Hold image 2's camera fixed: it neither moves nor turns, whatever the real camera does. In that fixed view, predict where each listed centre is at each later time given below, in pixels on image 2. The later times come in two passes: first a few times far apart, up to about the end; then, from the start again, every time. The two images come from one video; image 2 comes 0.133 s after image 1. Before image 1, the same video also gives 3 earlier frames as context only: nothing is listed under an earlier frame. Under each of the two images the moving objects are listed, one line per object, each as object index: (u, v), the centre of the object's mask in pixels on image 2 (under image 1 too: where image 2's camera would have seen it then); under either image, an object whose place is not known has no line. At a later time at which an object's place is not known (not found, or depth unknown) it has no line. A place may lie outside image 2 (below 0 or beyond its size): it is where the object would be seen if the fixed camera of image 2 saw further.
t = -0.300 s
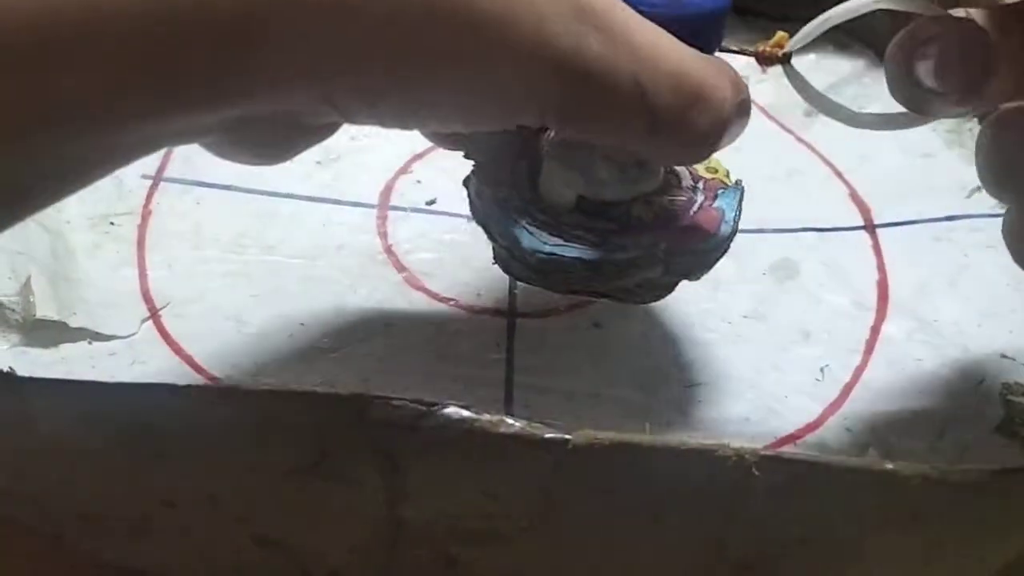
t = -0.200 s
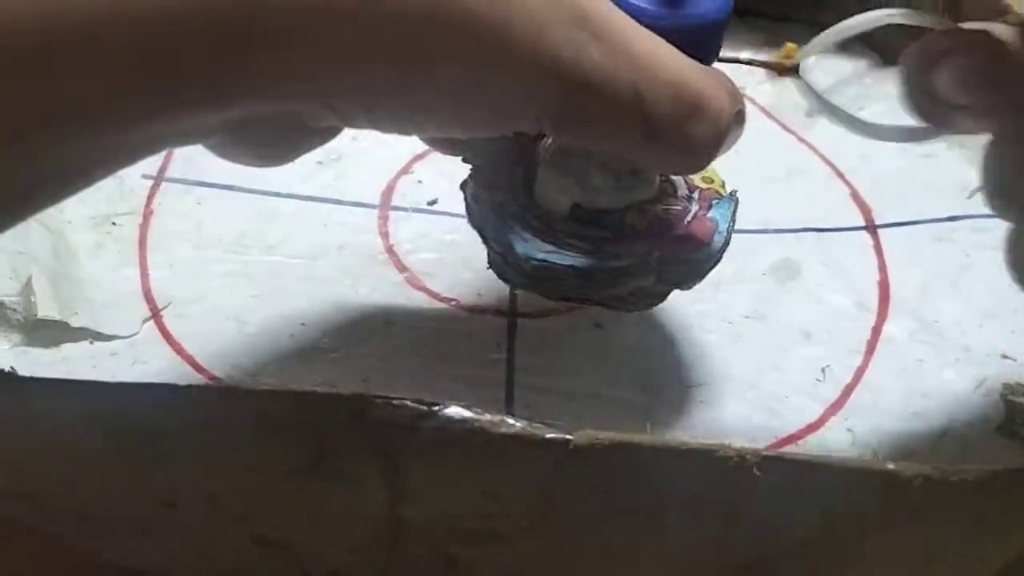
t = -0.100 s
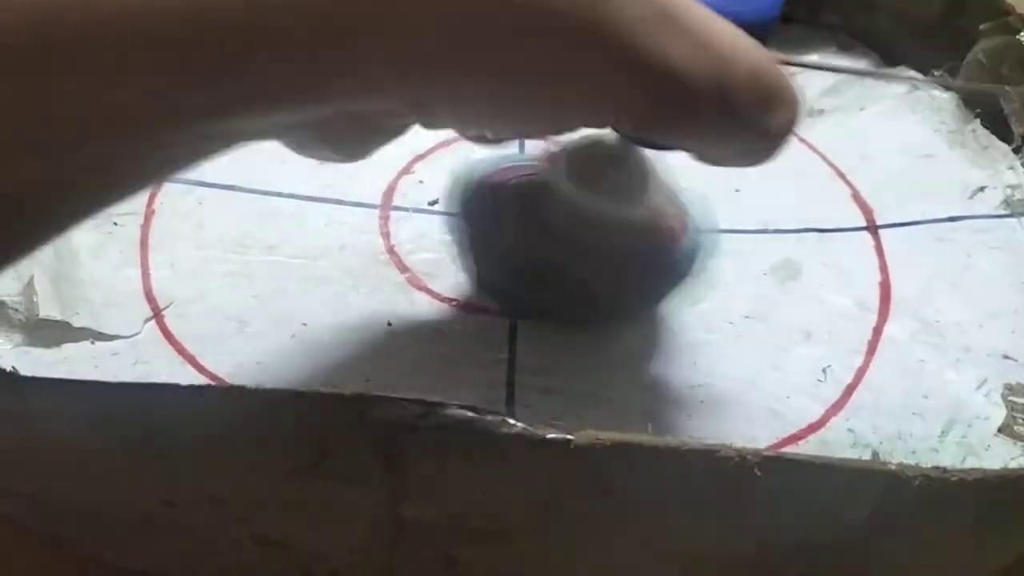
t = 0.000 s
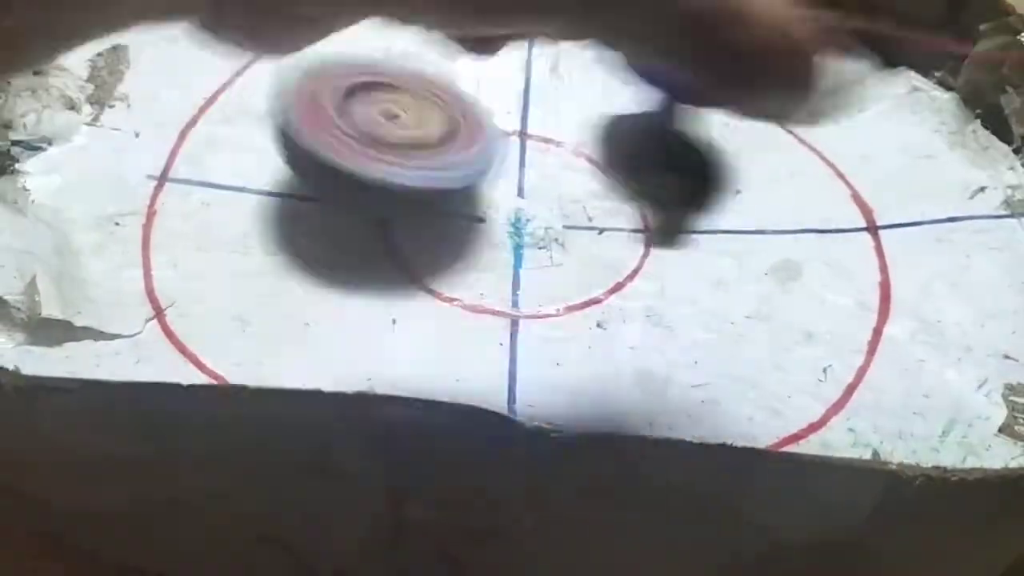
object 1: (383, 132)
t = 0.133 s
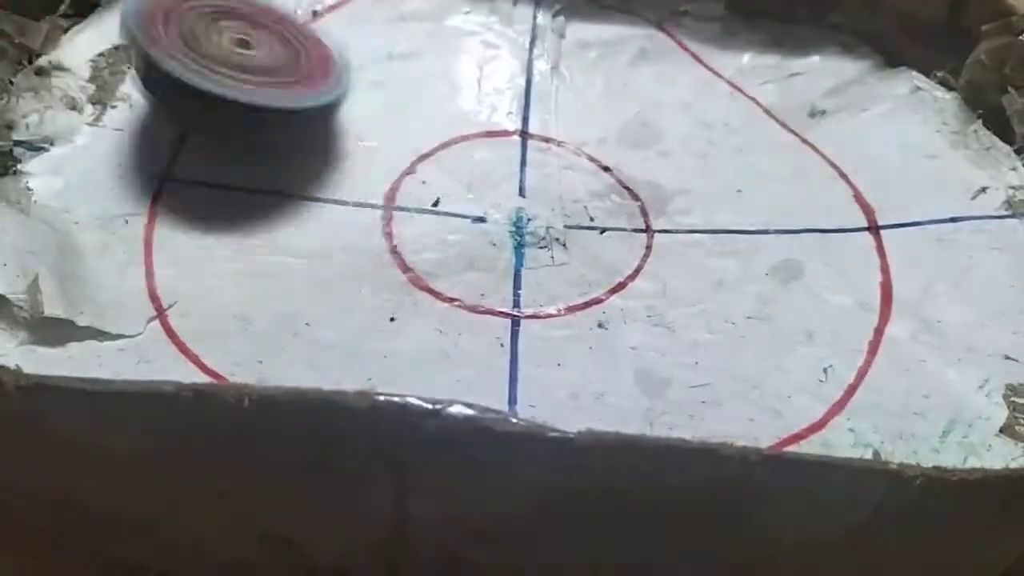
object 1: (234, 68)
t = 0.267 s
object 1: (164, 38)
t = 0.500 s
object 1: (127, 51)
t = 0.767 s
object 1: (151, 45)
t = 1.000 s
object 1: (218, 67)
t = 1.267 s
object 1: (359, 160)
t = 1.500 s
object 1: (480, 221)
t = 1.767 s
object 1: (605, 228)
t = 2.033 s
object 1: (672, 237)
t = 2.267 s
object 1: (620, 214)
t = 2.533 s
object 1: (489, 159)
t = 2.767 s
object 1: (390, 117)
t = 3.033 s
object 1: (292, 75)
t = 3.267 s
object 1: (200, 74)
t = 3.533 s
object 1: (154, 107)
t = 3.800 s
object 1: (222, 152)
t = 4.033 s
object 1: (301, 187)
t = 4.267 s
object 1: (394, 192)
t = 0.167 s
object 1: (213, 65)
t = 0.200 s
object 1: (193, 59)
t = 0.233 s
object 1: (175, 51)
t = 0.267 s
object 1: (164, 38)
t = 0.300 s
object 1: (146, 33)
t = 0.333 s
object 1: (139, 41)
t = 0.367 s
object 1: (133, 48)
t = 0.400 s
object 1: (127, 52)
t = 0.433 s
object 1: (122, 53)
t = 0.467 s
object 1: (124, 53)
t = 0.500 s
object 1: (127, 51)
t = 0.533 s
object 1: (134, 47)
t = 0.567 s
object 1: (140, 44)
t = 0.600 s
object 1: (140, 42)
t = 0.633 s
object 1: (143, 41)
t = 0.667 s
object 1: (142, 44)
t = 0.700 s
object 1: (146, 41)
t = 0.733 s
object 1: (147, 41)
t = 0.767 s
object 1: (151, 45)
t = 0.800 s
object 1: (151, 41)
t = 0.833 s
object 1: (157, 49)
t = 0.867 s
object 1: (167, 54)
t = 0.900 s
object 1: (176, 52)
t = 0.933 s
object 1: (188, 55)
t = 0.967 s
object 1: (201, 60)
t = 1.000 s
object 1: (218, 67)
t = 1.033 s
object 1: (238, 73)
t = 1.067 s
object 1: (256, 81)
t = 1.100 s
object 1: (270, 92)
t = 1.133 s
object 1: (284, 114)
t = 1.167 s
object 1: (305, 129)
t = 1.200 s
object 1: (323, 140)
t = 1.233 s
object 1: (342, 149)
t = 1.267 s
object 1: (359, 160)
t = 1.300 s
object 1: (375, 168)
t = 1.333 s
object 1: (396, 174)
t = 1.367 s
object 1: (410, 189)
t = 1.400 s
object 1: (429, 199)
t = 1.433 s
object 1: (448, 210)
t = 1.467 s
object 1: (467, 214)
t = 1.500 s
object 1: (480, 221)
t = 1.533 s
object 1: (501, 219)
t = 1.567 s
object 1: (513, 223)
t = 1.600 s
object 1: (529, 229)
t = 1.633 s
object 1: (547, 230)
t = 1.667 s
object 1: (565, 229)
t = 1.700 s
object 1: (578, 228)
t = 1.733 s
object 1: (592, 228)
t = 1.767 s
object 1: (605, 228)
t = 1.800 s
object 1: (618, 230)
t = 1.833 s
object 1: (630, 236)
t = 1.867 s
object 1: (637, 239)
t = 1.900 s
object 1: (647, 238)
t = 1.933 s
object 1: (663, 242)
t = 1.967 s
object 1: (674, 244)
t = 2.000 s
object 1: (673, 244)
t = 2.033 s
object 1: (672, 237)
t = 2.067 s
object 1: (666, 238)
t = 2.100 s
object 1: (662, 238)
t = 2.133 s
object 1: (659, 233)
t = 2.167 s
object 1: (650, 224)
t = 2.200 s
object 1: (642, 220)
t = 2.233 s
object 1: (628, 218)
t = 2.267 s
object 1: (620, 214)
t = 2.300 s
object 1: (594, 212)
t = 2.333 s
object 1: (578, 195)
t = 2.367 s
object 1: (560, 193)
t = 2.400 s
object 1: (549, 184)
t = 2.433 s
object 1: (528, 170)
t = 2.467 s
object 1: (513, 162)
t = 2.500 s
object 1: (498, 161)
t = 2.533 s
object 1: (489, 159)
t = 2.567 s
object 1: (468, 153)
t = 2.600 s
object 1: (454, 151)
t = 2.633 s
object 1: (441, 147)
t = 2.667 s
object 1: (427, 143)
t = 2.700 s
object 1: (410, 131)
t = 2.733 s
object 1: (396, 126)
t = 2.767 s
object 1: (390, 117)
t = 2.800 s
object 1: (377, 102)
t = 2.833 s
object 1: (365, 99)
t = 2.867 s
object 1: (351, 98)
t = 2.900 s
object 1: (343, 91)
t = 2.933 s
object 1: (329, 87)
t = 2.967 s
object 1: (315, 84)
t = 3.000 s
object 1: (309, 78)
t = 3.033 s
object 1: (292, 75)
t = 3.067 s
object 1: (280, 74)
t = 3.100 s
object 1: (267, 69)
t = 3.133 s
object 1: (255, 72)
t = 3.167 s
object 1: (244, 71)
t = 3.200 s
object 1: (230, 72)
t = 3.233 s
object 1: (220, 73)
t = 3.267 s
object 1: (200, 74)
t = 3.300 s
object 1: (185, 83)
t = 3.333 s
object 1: (177, 84)
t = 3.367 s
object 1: (160, 83)
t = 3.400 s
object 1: (151, 90)
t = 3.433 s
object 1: (152, 91)
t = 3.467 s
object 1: (145, 94)
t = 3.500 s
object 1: (146, 103)
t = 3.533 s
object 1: (154, 107)
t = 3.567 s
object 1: (157, 111)
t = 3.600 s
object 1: (167, 119)
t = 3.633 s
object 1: (175, 118)
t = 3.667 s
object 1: (181, 122)
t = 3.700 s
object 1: (192, 131)
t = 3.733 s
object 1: (202, 131)
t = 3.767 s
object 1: (208, 144)
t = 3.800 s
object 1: (222, 152)
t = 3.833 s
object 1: (230, 151)
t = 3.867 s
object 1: (241, 166)
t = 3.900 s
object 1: (255, 170)
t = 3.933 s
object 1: (267, 168)
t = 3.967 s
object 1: (278, 177)
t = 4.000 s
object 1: (290, 180)
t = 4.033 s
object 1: (301, 187)
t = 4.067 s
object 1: (321, 187)
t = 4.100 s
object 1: (330, 190)
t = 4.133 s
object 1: (343, 193)
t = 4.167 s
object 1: (357, 194)
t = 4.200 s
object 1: (369, 193)
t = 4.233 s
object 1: (389, 195)
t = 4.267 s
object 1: (394, 192)
